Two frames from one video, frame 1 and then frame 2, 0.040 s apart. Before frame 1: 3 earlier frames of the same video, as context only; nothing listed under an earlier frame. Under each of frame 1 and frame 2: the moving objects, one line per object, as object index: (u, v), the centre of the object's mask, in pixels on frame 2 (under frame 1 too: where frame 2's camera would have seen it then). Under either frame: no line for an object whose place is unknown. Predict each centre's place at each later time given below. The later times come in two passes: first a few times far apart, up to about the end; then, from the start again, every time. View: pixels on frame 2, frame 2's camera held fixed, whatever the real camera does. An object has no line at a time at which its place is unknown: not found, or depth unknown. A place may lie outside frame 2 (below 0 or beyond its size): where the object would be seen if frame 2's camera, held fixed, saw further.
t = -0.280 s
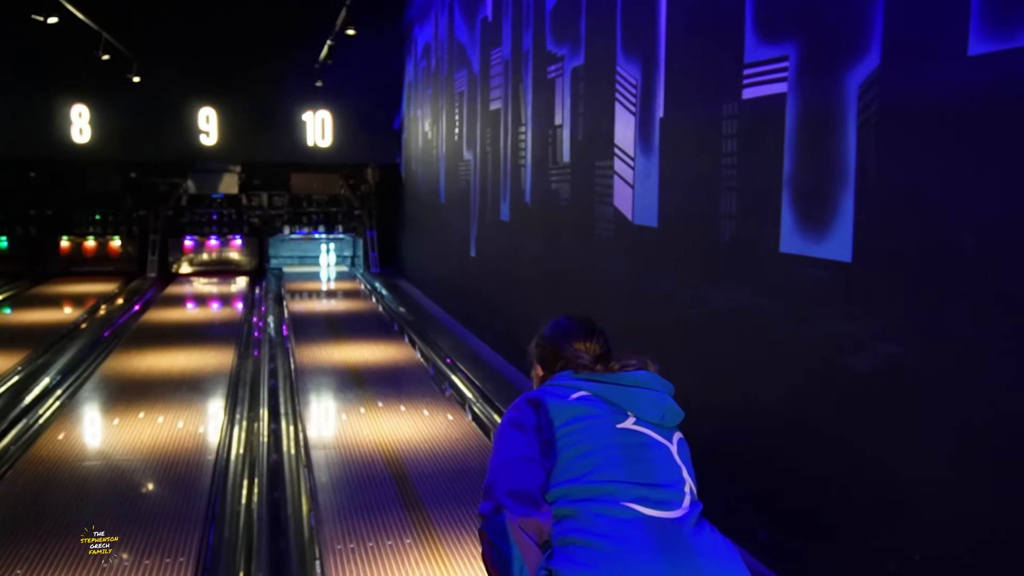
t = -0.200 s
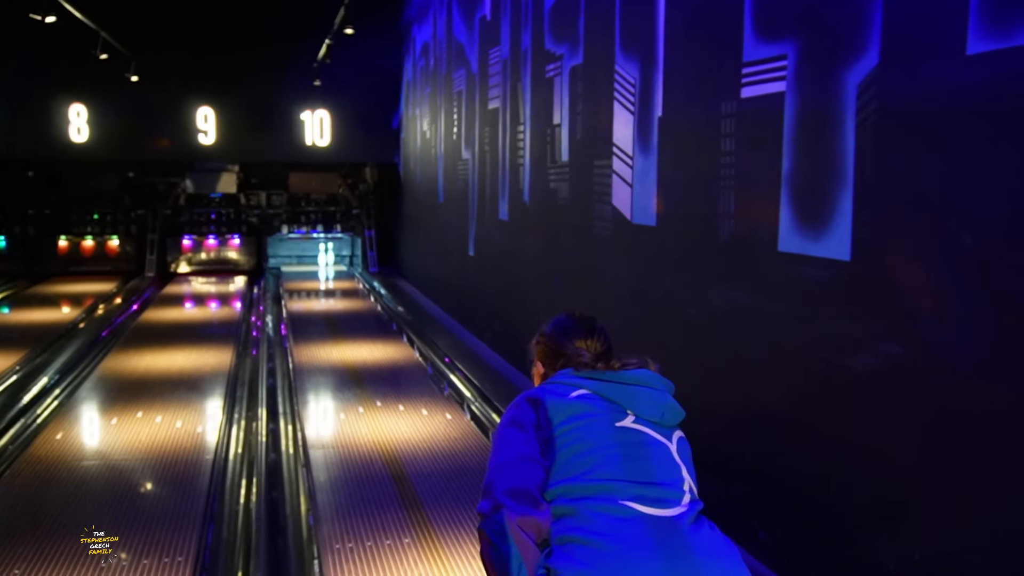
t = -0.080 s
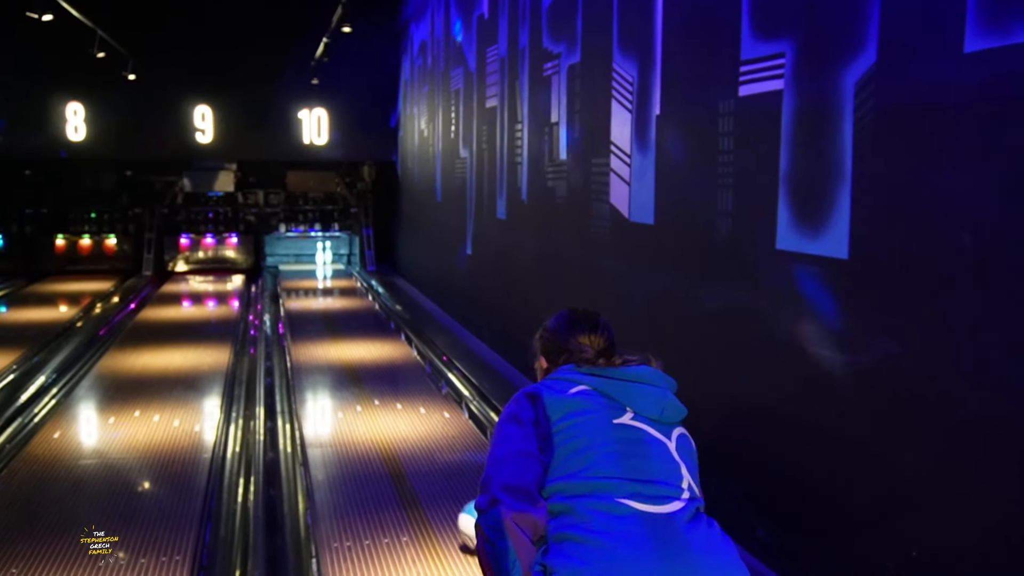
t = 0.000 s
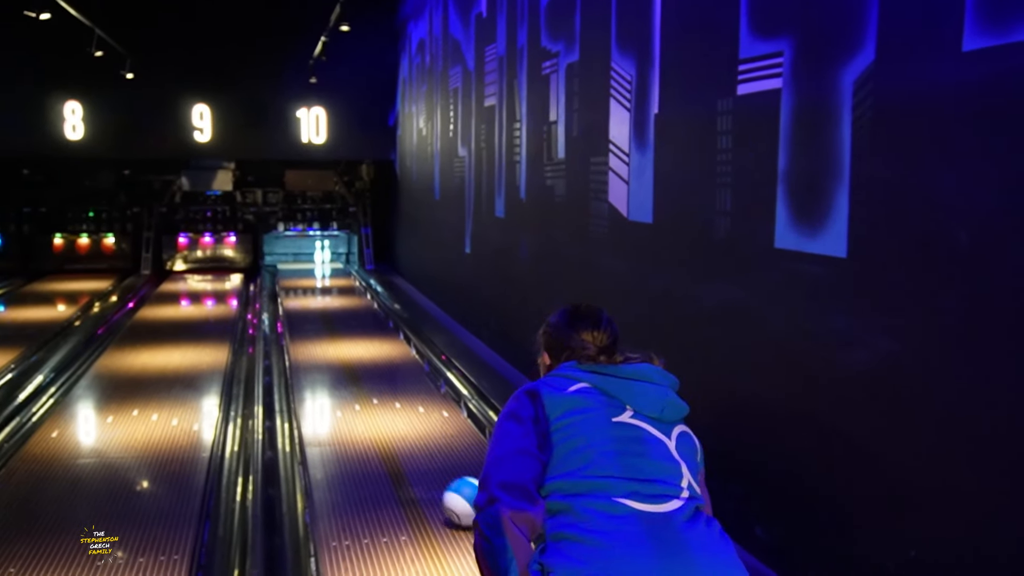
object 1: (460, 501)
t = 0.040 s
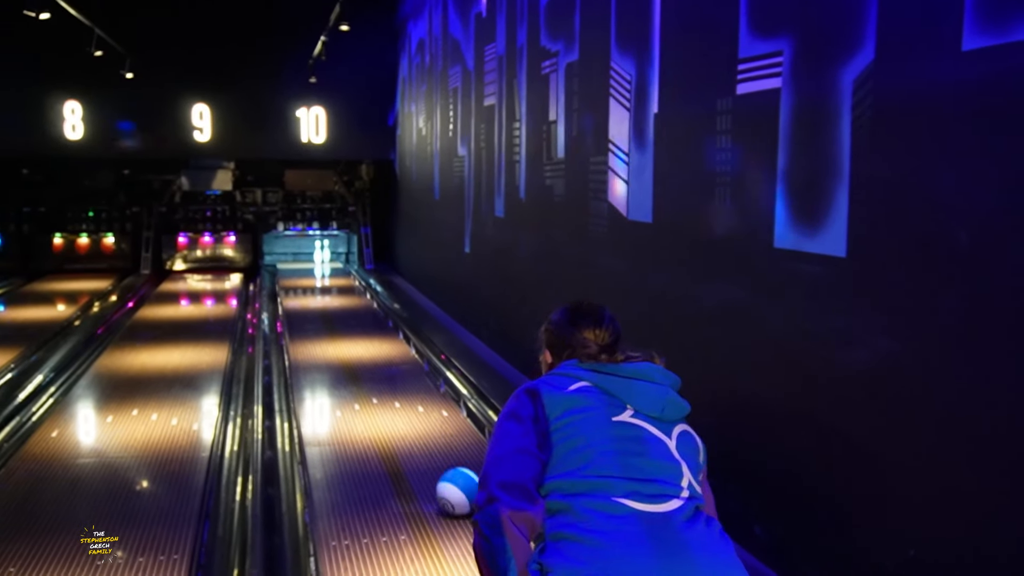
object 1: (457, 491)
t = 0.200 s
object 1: (436, 458)
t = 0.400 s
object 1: (415, 424)
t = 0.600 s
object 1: (398, 400)
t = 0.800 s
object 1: (387, 381)
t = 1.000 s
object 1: (377, 364)
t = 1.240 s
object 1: (367, 350)
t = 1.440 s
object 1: (360, 340)
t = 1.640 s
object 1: (354, 331)
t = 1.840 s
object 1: (347, 324)
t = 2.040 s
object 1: (341, 314)
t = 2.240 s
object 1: (334, 311)
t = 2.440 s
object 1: (328, 304)
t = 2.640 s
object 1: (322, 298)
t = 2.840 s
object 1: (317, 293)
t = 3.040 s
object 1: (311, 288)
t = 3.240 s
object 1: (305, 284)
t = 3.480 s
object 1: (299, 279)
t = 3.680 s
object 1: (294, 276)
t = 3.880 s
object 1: (287, 272)
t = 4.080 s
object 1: (286, 269)
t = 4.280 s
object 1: (286, 267)
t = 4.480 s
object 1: (286, 263)
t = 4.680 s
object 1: (287, 260)
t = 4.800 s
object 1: (287, 259)
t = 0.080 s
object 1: (452, 482)
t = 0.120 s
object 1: (446, 473)
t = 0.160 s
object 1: (441, 465)
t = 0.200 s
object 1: (436, 458)
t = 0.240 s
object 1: (431, 451)
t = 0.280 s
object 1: (427, 444)
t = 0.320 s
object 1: (422, 438)
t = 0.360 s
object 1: (418, 431)
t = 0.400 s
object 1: (415, 424)
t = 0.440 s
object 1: (411, 419)
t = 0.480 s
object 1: (408, 413)
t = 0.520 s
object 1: (405, 408)
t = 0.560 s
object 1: (401, 404)
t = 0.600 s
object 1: (398, 400)
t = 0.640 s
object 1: (396, 396)
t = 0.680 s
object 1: (393, 392)
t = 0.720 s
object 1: (391, 388)
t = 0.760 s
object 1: (389, 384)
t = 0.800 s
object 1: (387, 381)
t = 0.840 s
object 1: (384, 378)
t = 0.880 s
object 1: (382, 375)
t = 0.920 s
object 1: (380, 372)
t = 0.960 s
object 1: (379, 368)
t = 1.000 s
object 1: (377, 364)
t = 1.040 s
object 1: (375, 364)
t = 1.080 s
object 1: (374, 361)
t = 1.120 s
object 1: (372, 359)
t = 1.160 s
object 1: (370, 355)
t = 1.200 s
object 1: (369, 353)
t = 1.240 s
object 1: (367, 350)
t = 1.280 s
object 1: (366, 349)
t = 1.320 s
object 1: (365, 346)
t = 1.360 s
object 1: (363, 344)
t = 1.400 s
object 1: (361, 342)
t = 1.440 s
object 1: (360, 340)
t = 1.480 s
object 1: (359, 338)
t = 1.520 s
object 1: (357, 336)
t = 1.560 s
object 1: (356, 335)
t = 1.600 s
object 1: (355, 332)
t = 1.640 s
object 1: (354, 331)
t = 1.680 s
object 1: (352, 330)
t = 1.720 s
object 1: (351, 329)
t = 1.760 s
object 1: (350, 326)
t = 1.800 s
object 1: (348, 326)
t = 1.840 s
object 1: (347, 324)
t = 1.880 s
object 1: (345, 321)
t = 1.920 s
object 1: (344, 321)
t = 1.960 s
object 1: (343, 320)
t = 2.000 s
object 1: (342, 318)
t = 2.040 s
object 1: (341, 314)
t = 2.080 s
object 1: (339, 316)
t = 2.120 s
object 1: (337, 315)
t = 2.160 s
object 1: (336, 312)
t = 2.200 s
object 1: (335, 312)
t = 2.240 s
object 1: (334, 311)
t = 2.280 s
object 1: (333, 309)
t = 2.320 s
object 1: (332, 308)
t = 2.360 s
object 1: (331, 307)
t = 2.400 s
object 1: (330, 306)
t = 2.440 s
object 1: (328, 304)
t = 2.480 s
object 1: (327, 303)
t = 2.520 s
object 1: (326, 302)
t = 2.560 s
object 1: (325, 301)
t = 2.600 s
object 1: (324, 299)
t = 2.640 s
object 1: (322, 298)
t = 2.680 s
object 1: (321, 297)
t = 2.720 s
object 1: (320, 296)
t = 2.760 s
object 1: (319, 295)
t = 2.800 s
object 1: (318, 294)
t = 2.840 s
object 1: (317, 293)
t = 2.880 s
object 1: (316, 292)
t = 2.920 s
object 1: (314, 291)
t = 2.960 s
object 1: (313, 290)
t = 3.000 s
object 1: (312, 289)
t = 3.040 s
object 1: (311, 288)
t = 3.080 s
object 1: (310, 288)
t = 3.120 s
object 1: (309, 287)
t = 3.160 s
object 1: (308, 286)
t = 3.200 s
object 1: (306, 285)
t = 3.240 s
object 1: (305, 284)
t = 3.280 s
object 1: (304, 284)
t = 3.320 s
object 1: (303, 282)
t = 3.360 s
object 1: (302, 282)
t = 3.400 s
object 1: (301, 281)
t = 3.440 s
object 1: (300, 280)
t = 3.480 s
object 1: (299, 279)
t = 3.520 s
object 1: (298, 279)
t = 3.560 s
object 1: (297, 278)
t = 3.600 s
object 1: (296, 277)
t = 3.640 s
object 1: (295, 276)
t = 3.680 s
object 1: (294, 276)
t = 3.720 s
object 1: (293, 276)
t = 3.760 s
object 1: (292, 274)
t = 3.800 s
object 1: (290, 273)
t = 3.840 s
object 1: (289, 273)
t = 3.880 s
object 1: (287, 272)
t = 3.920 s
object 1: (286, 270)
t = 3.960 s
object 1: (286, 270)
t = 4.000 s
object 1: (286, 270)
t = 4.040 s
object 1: (286, 270)
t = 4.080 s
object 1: (286, 269)
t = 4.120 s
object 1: (286, 269)
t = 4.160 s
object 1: (286, 268)
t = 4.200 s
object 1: (286, 267)
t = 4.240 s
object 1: (286, 267)
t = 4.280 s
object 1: (286, 267)
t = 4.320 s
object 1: (286, 266)
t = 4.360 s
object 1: (287, 265)
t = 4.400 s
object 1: (286, 264)
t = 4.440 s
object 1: (286, 264)
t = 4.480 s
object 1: (286, 263)
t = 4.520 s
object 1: (286, 262)
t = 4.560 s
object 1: (286, 262)
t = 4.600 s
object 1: (286, 261)
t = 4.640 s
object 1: (287, 260)
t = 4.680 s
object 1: (287, 260)
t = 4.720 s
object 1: (287, 259)
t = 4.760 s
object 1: (287, 260)
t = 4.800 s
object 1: (287, 259)
